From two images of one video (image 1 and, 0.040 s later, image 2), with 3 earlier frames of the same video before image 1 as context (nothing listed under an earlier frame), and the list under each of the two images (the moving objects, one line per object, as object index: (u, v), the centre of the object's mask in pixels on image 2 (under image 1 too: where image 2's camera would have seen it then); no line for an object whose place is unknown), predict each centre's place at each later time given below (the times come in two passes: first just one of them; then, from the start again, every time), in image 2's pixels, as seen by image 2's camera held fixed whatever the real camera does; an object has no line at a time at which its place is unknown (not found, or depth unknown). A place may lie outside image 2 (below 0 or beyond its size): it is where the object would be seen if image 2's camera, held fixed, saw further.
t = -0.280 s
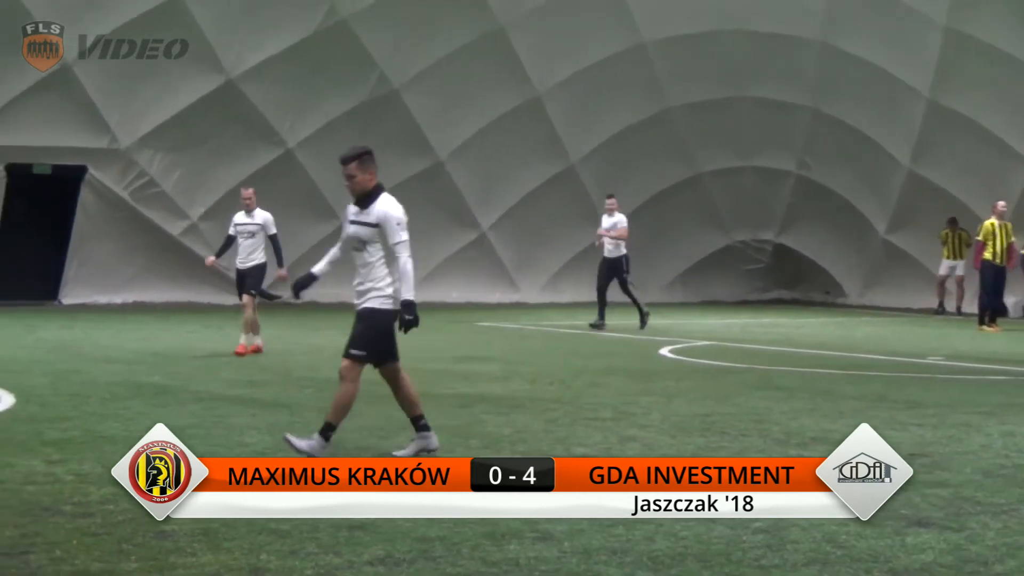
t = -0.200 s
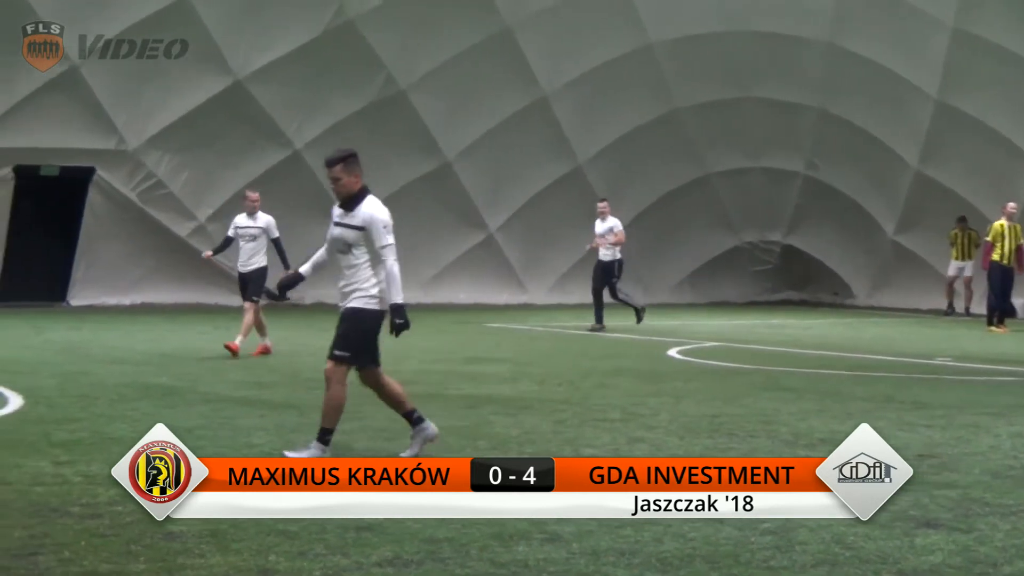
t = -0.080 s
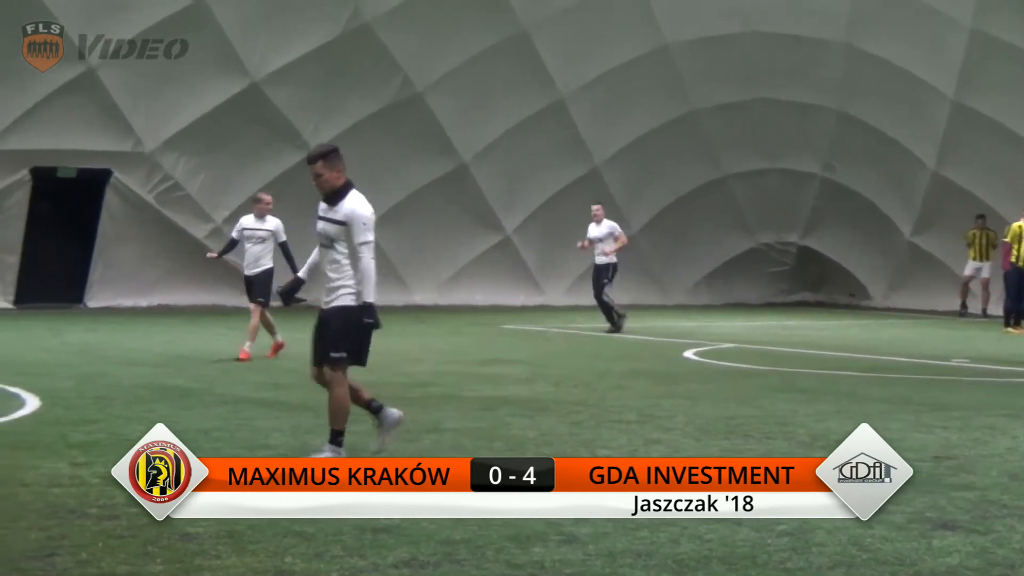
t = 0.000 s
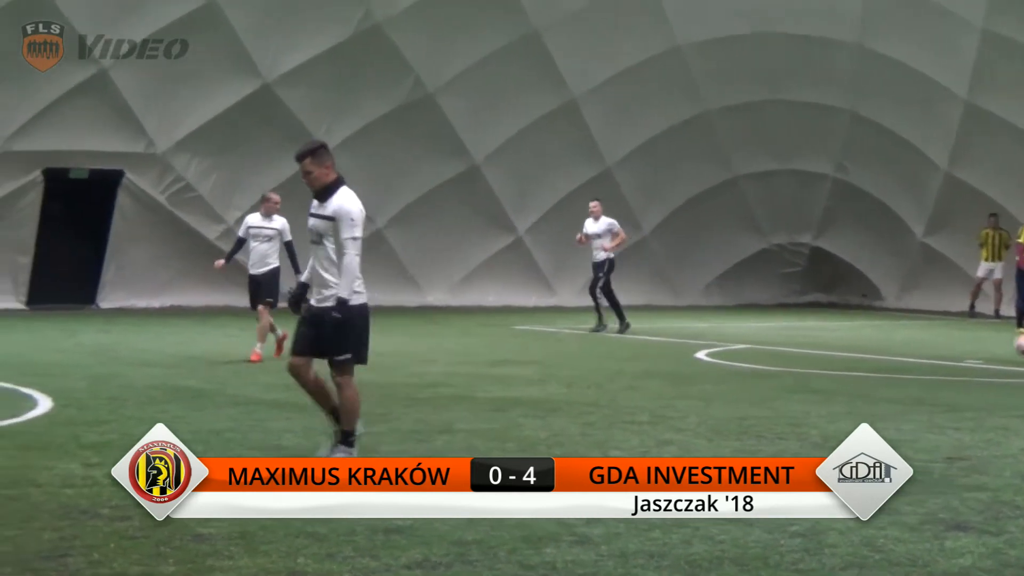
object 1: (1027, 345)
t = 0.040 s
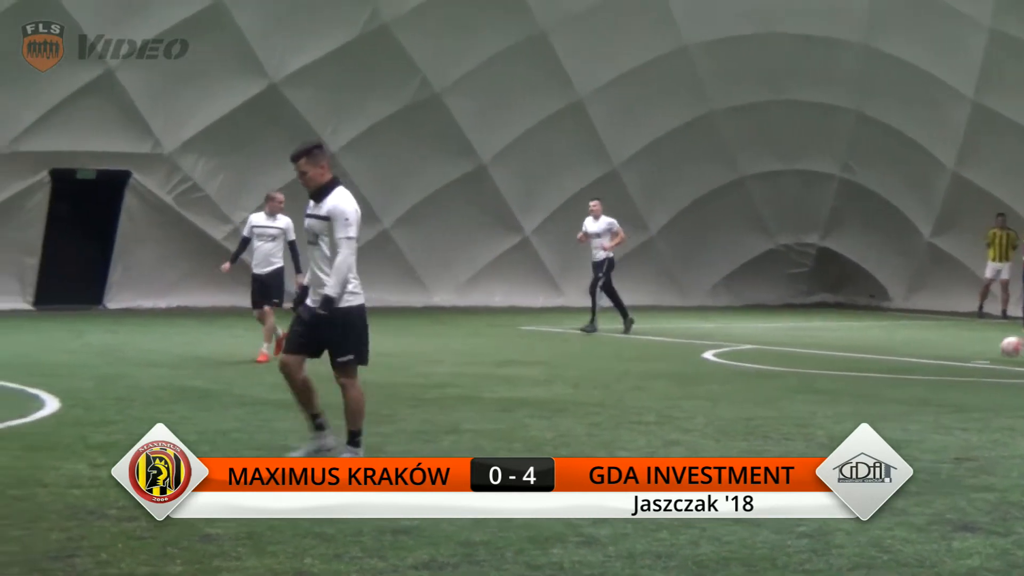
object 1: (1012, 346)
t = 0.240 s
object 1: (903, 353)
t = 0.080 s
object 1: (990, 349)
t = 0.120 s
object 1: (969, 354)
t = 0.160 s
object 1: (947, 358)
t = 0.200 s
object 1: (925, 354)
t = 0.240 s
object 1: (903, 353)
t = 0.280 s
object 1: (883, 352)
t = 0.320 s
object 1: (861, 354)
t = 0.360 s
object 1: (839, 357)
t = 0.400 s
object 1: (817, 361)
